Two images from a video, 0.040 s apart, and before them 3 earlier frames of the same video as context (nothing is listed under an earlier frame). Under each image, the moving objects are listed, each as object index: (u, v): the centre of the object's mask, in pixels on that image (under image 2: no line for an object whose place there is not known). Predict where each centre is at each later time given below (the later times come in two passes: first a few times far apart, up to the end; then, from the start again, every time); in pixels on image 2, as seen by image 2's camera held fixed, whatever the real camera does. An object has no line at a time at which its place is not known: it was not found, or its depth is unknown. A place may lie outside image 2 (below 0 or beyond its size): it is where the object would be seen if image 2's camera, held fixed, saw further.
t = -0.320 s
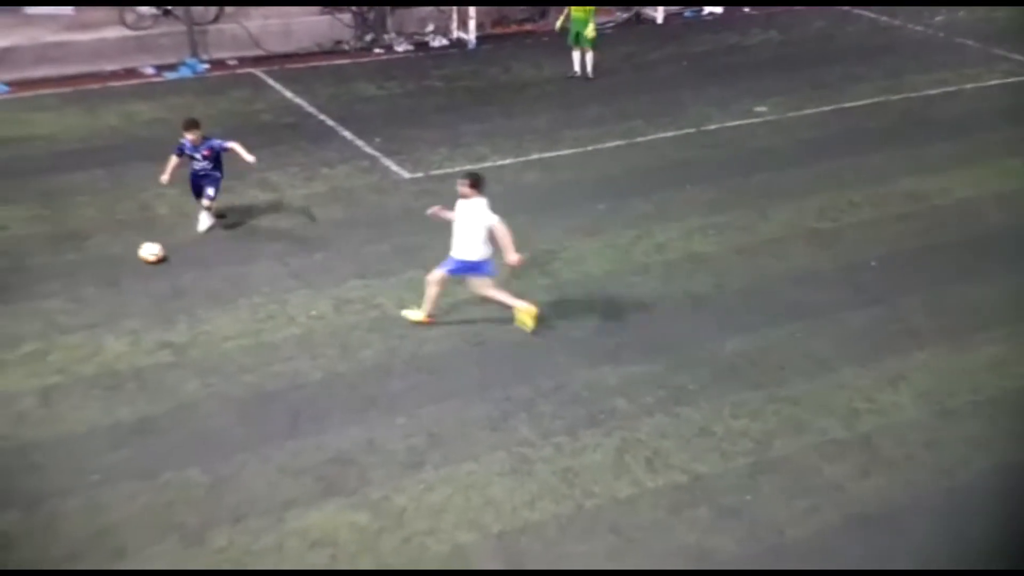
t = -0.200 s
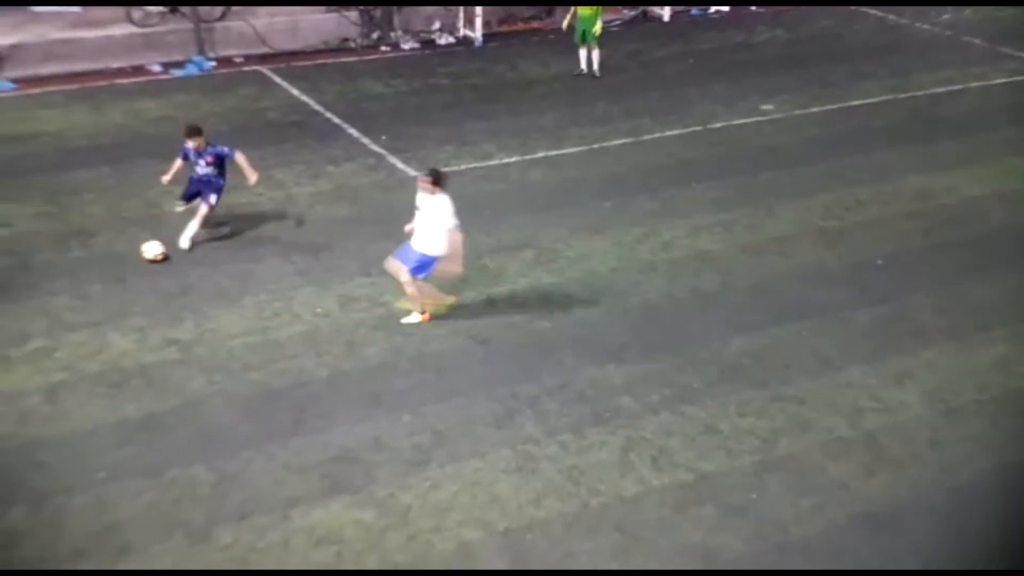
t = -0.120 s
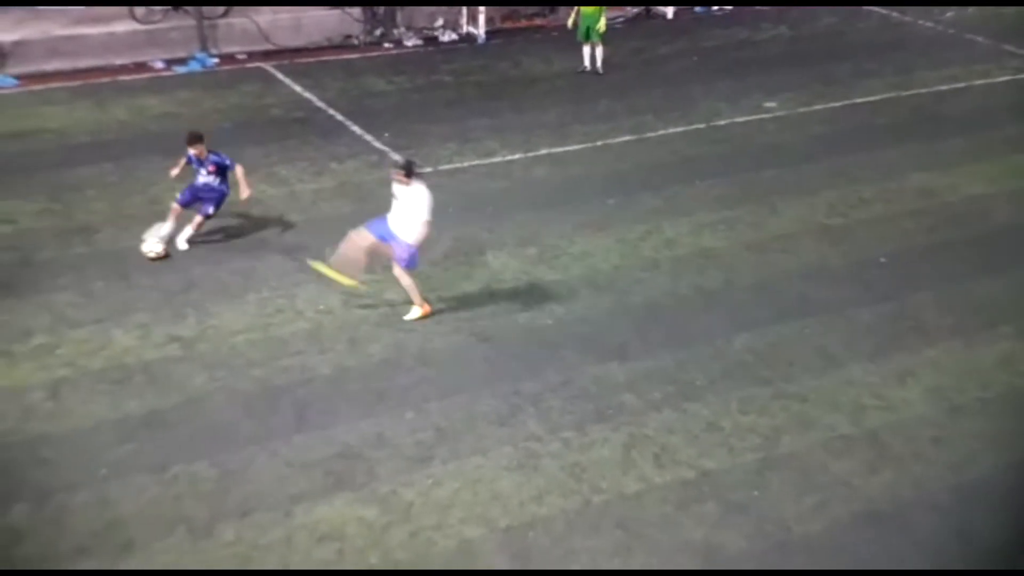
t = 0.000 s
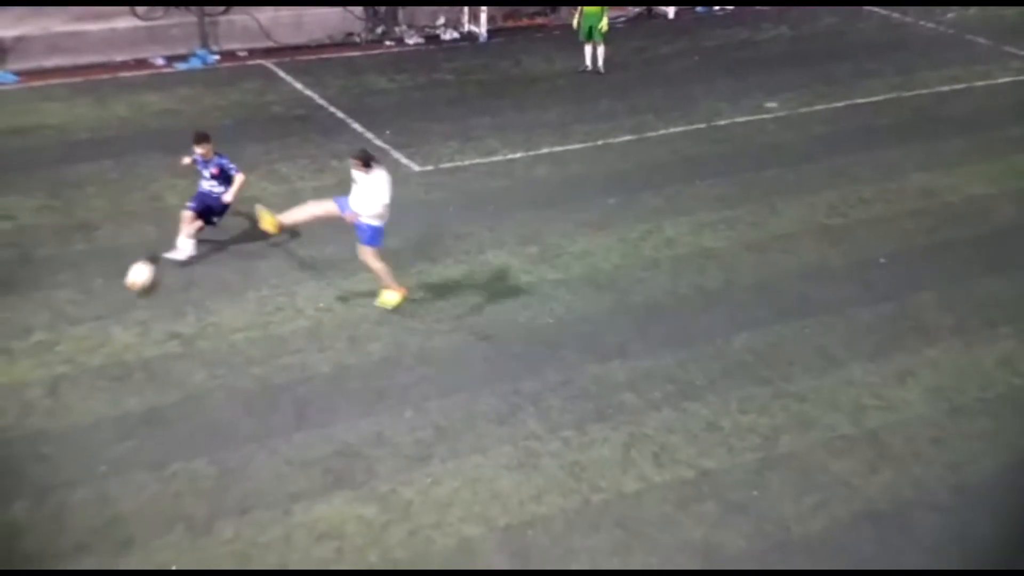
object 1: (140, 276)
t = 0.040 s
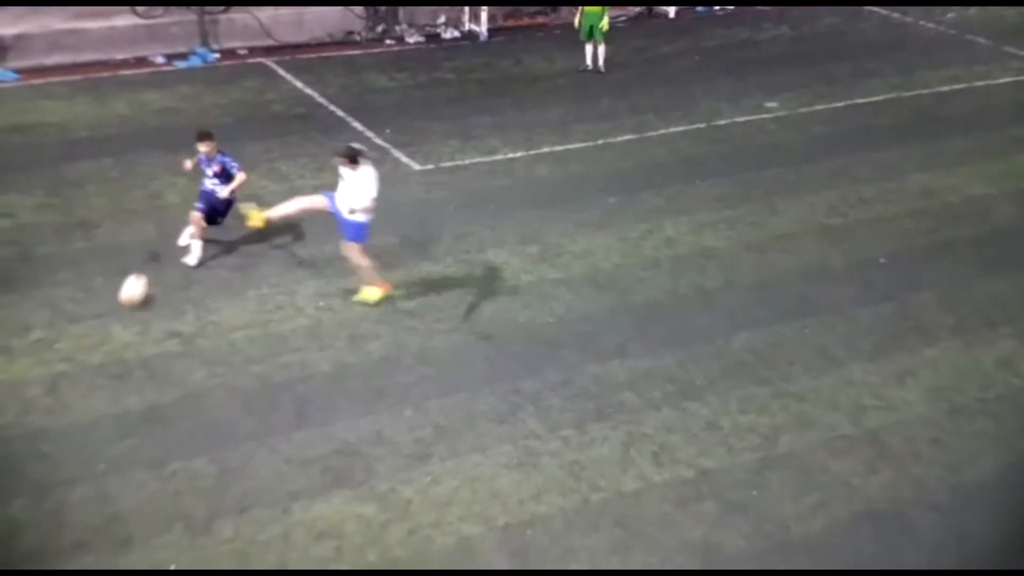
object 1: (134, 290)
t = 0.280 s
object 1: (93, 386)
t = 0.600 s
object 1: (56, 543)
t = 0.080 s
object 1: (128, 309)
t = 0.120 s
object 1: (121, 329)
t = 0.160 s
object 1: (114, 341)
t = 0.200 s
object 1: (108, 354)
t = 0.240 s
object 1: (101, 369)
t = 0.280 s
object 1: (93, 386)
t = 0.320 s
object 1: (88, 407)
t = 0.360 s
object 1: (82, 430)
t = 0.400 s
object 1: (74, 456)
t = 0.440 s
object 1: (69, 476)
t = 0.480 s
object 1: (66, 488)
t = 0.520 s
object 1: (66, 505)
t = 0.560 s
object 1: (60, 517)
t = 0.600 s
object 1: (56, 543)
